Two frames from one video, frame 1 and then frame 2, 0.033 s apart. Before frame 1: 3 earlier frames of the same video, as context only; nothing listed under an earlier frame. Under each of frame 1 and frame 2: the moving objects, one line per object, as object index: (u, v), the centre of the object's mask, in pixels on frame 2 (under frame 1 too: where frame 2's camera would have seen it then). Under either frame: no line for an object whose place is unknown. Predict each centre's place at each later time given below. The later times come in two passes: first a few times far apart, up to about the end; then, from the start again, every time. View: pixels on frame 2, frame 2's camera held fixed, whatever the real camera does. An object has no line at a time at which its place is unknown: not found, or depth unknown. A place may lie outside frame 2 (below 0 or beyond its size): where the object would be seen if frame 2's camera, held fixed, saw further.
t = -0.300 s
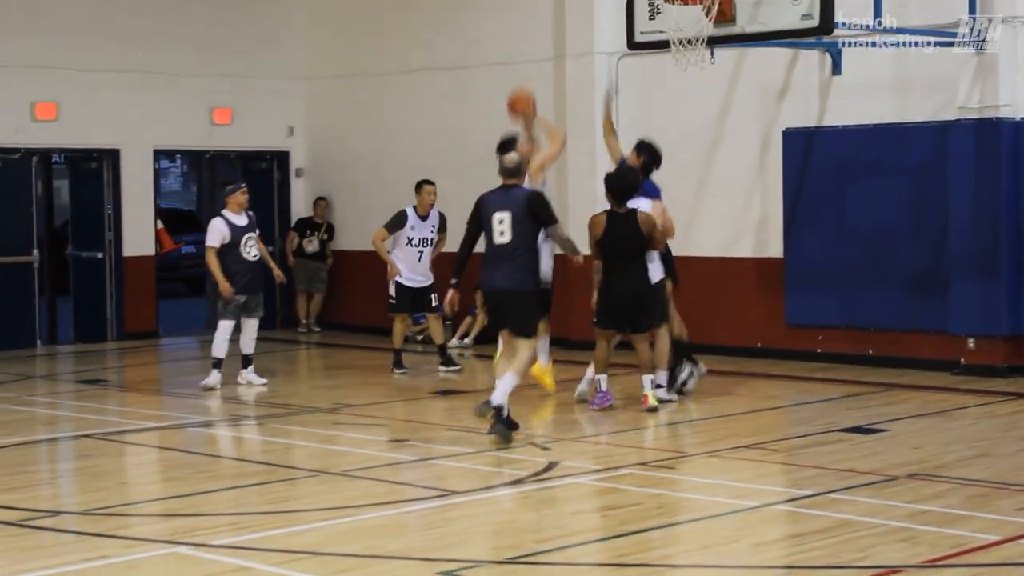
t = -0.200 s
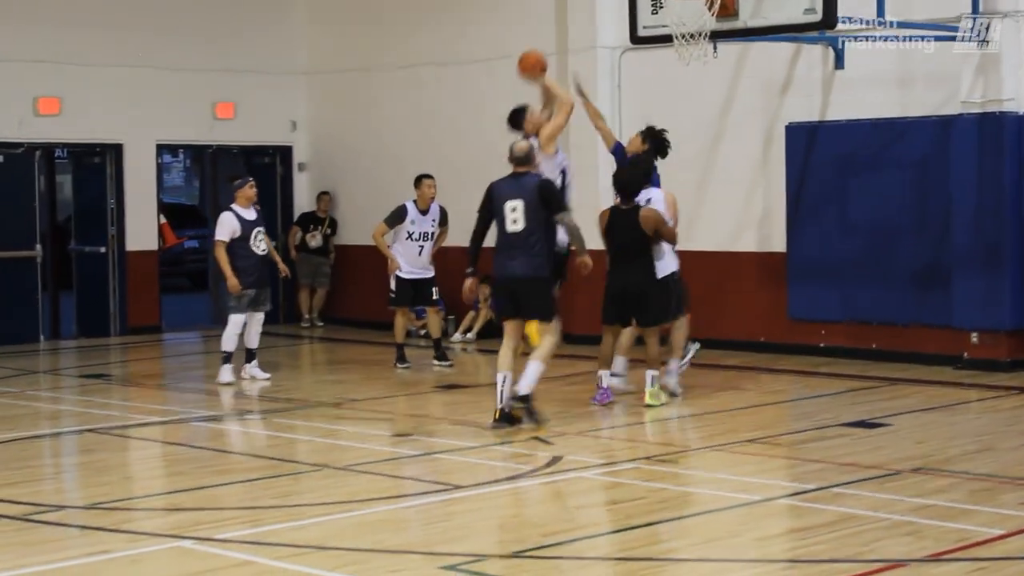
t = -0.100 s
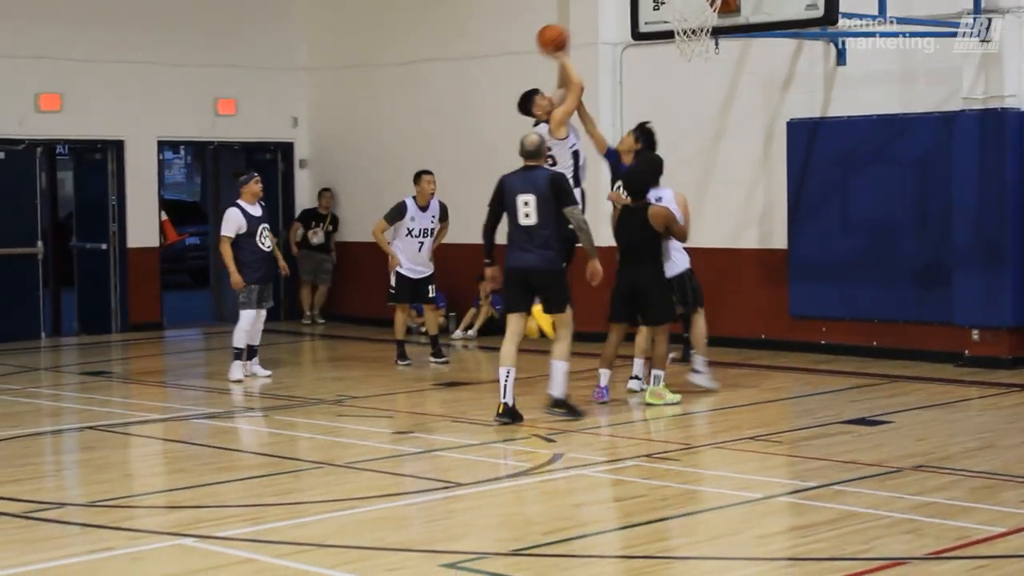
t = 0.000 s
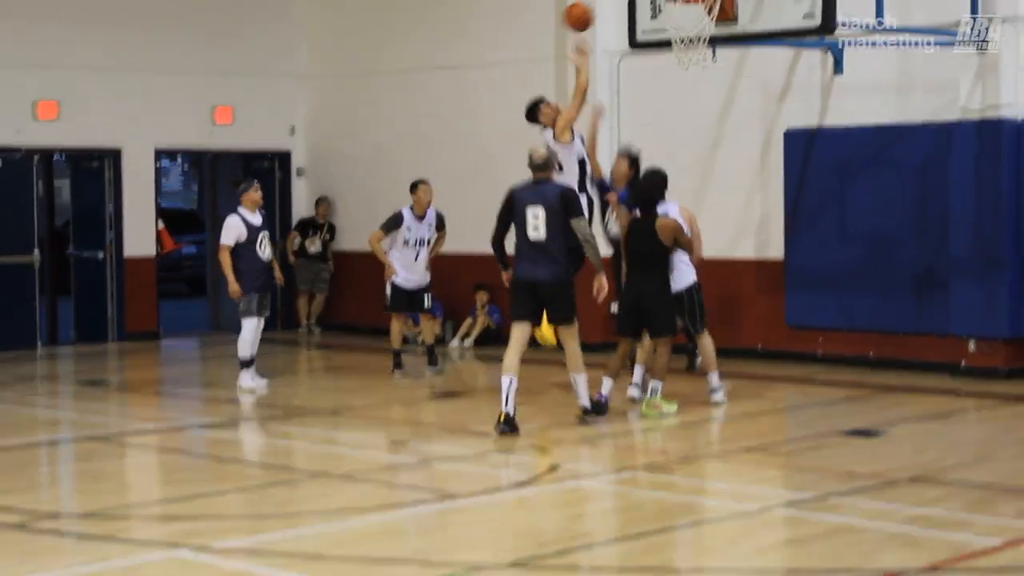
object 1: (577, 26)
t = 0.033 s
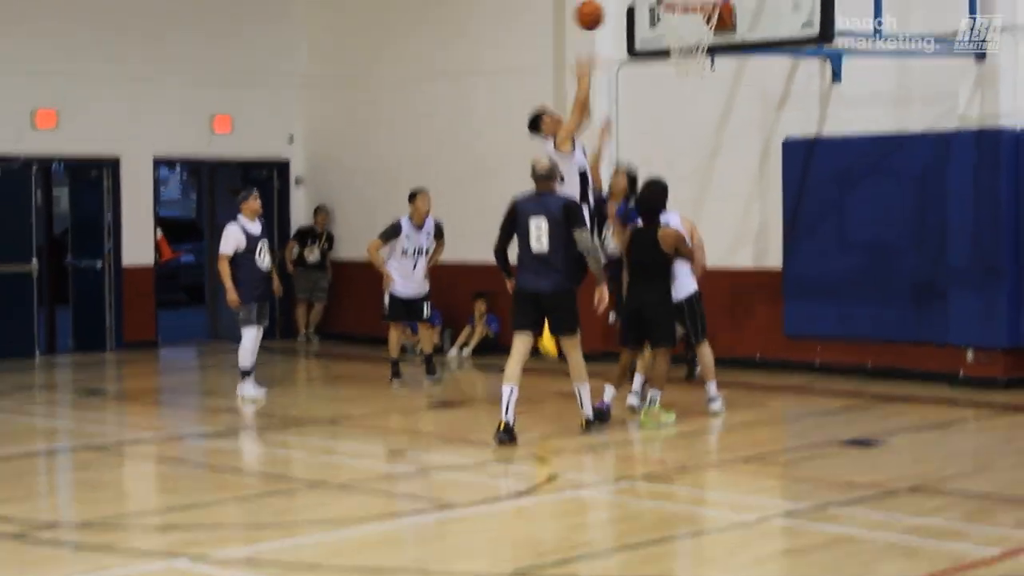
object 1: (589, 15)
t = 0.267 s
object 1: (666, -20)
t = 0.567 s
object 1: (651, -23)
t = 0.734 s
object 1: (636, -2)
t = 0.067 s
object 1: (602, 5)
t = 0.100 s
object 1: (615, -3)
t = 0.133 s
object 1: (628, -10)
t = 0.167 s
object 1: (640, -15)
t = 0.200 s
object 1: (654, -18)
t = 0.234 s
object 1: (664, -20)
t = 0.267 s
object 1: (666, -20)
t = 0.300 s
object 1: (666, -19)
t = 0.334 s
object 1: (667, -16)
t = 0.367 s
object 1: (667, -12)
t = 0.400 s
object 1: (666, -10)
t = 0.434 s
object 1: (663, -15)
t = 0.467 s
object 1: (660, -19)
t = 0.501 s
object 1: (658, -22)
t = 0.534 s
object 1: (654, -23)
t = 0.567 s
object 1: (651, -23)
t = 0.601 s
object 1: (649, -22)
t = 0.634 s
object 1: (646, -19)
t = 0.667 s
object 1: (642, -15)
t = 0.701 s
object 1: (640, -9)
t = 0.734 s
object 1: (636, -2)
